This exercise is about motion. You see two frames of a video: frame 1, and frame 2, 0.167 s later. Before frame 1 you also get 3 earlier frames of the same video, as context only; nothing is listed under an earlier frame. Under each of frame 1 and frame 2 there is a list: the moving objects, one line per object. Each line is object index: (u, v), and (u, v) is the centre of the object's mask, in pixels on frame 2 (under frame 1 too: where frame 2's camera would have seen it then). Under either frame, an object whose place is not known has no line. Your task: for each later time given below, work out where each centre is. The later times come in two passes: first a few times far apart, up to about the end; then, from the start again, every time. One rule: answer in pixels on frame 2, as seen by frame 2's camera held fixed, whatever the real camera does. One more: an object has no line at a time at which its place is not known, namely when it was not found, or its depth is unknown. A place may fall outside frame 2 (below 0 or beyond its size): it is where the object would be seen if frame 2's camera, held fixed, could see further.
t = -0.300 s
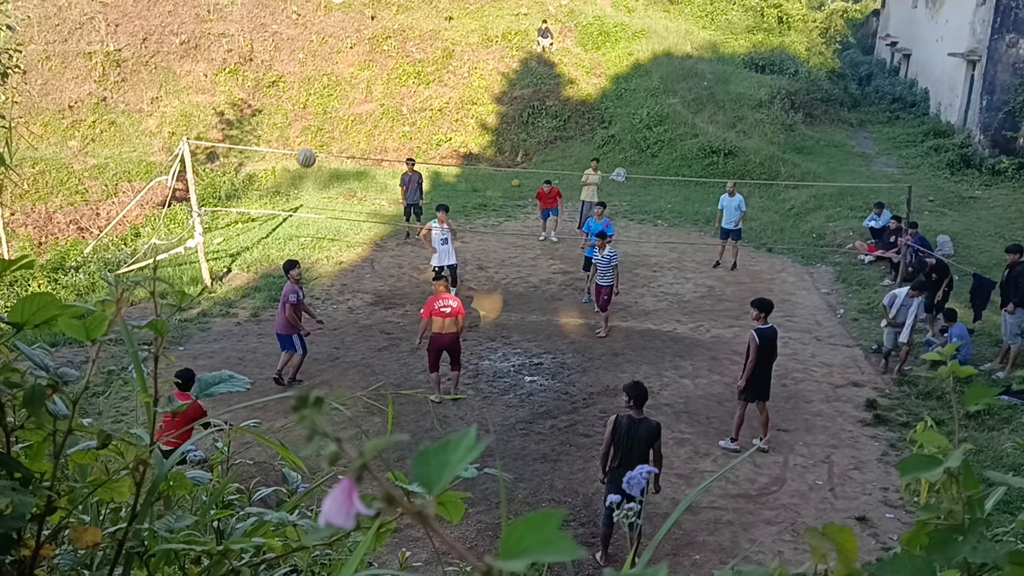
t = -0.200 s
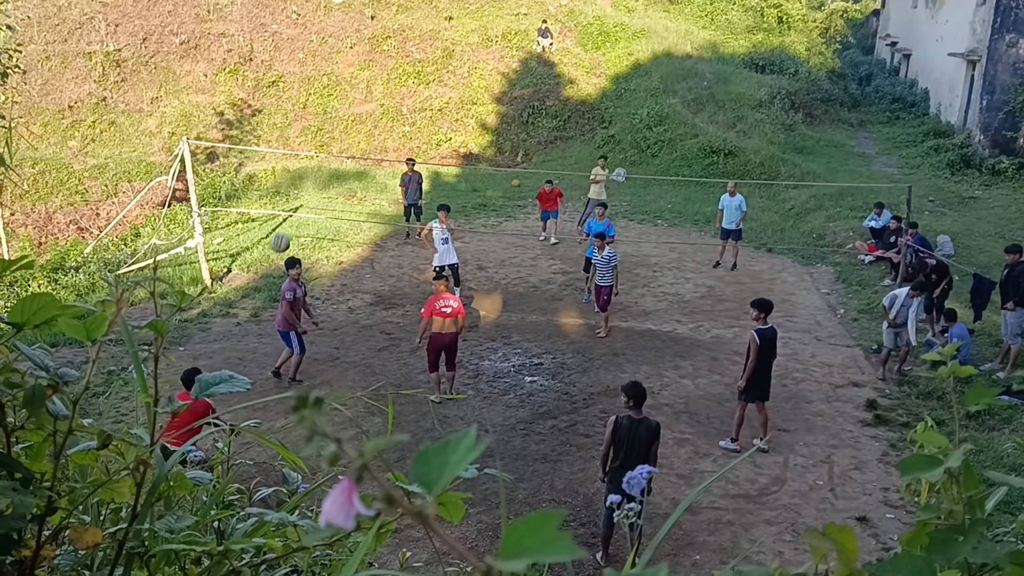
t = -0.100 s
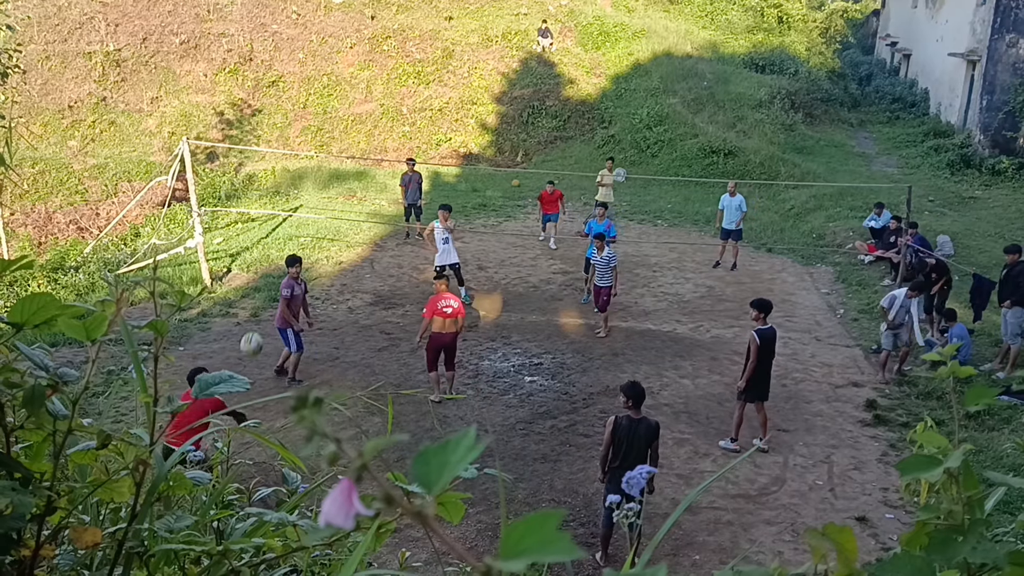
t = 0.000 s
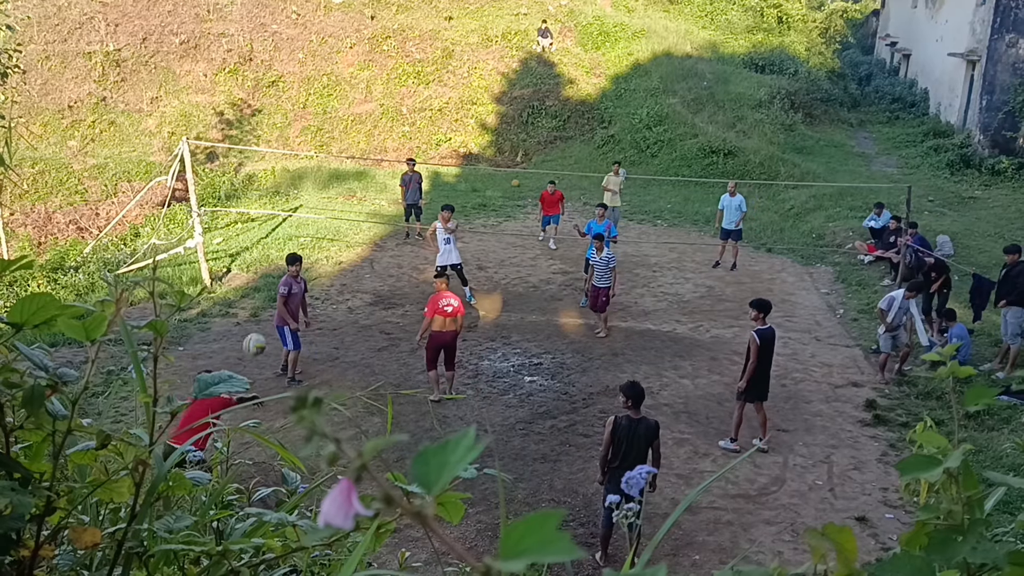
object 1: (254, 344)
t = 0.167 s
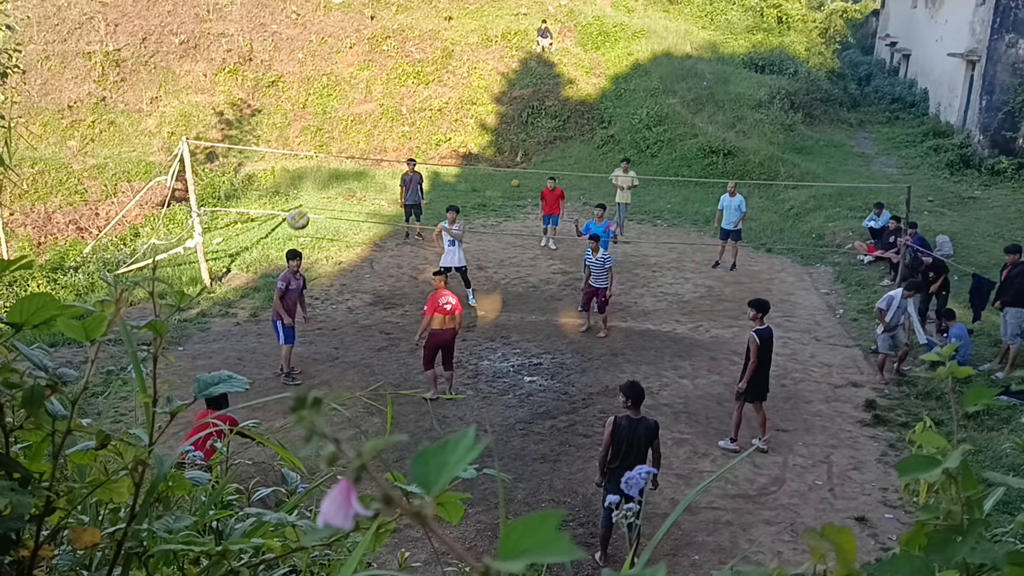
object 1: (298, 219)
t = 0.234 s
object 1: (315, 178)
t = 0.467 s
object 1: (375, 67)
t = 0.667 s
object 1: (426, 19)
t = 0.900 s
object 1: (479, 15)
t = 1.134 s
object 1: (528, 61)
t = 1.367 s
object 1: (569, 149)
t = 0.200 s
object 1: (306, 198)
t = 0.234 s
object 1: (315, 178)
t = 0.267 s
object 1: (324, 157)
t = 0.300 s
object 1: (333, 140)
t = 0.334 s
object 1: (340, 122)
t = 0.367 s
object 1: (349, 107)
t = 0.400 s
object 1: (358, 92)
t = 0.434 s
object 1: (367, 79)
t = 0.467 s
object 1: (375, 67)
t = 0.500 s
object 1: (384, 56)
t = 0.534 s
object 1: (392, 46)
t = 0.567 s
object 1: (401, 37)
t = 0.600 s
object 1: (410, 30)
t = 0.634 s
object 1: (417, 24)
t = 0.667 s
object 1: (426, 19)
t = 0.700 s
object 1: (433, 14)
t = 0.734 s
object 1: (441, 12)
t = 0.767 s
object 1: (449, 10)
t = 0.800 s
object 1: (457, 10)
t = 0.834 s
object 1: (465, 10)
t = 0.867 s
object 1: (472, 12)
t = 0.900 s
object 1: (479, 15)
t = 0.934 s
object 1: (487, 19)
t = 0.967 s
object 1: (494, 24)
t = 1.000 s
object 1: (502, 29)
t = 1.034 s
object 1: (508, 36)
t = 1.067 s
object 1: (515, 44)
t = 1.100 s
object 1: (521, 52)
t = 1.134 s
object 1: (528, 61)
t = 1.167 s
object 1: (534, 71)
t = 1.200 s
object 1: (540, 83)
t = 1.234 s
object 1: (546, 95)
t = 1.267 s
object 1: (552, 108)
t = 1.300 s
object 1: (558, 121)
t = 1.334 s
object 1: (563, 135)
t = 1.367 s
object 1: (569, 149)
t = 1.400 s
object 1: (574, 165)
